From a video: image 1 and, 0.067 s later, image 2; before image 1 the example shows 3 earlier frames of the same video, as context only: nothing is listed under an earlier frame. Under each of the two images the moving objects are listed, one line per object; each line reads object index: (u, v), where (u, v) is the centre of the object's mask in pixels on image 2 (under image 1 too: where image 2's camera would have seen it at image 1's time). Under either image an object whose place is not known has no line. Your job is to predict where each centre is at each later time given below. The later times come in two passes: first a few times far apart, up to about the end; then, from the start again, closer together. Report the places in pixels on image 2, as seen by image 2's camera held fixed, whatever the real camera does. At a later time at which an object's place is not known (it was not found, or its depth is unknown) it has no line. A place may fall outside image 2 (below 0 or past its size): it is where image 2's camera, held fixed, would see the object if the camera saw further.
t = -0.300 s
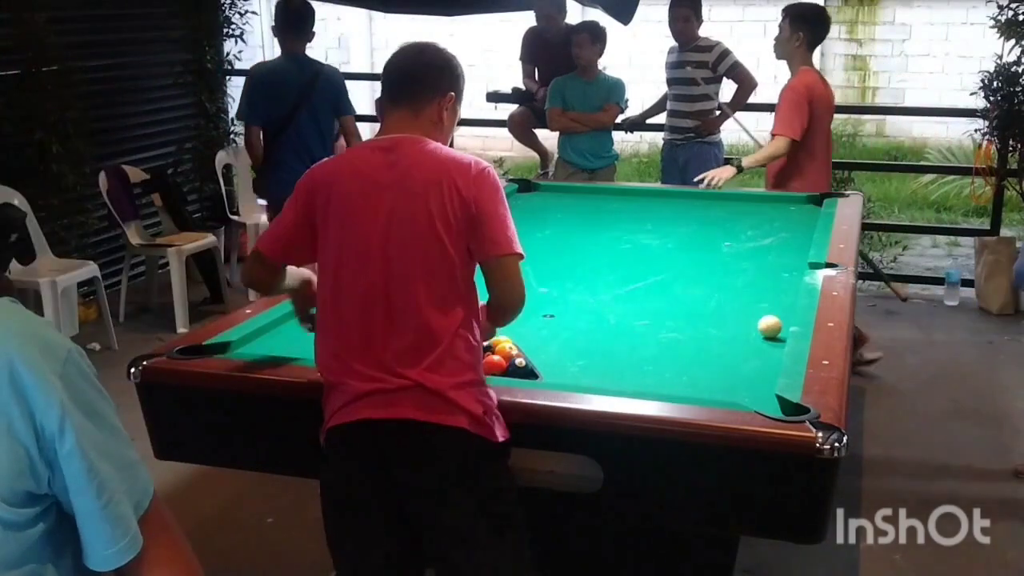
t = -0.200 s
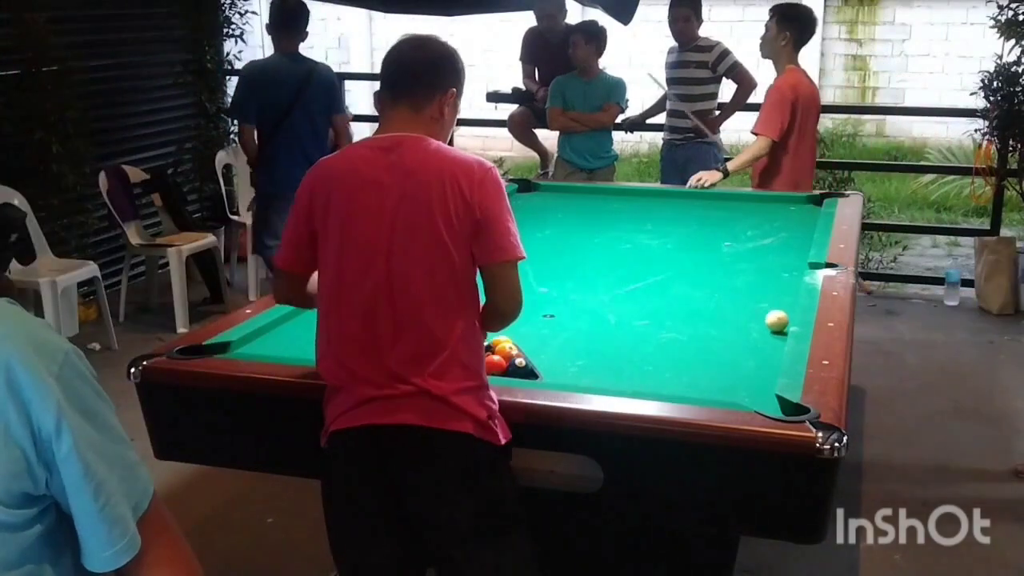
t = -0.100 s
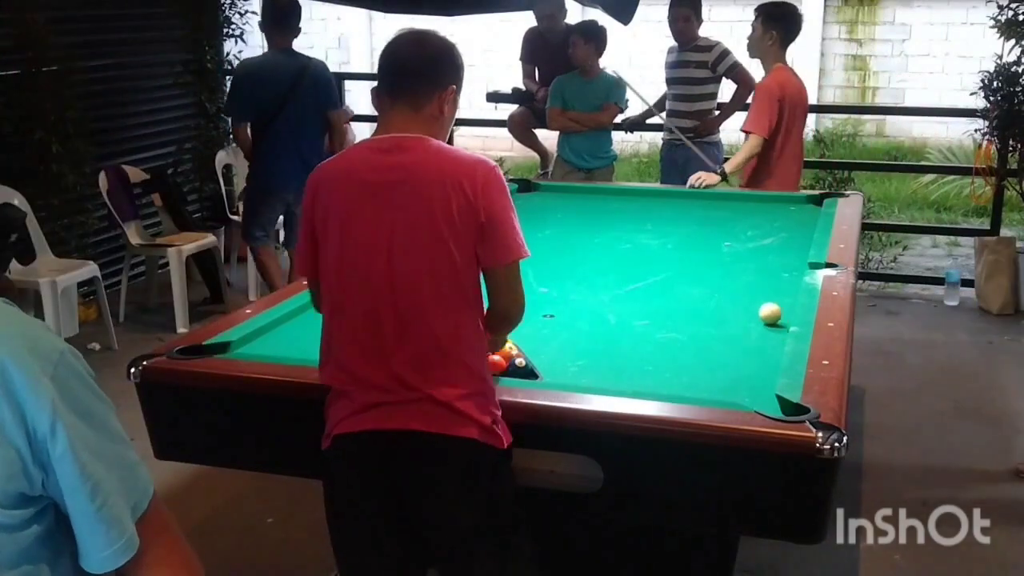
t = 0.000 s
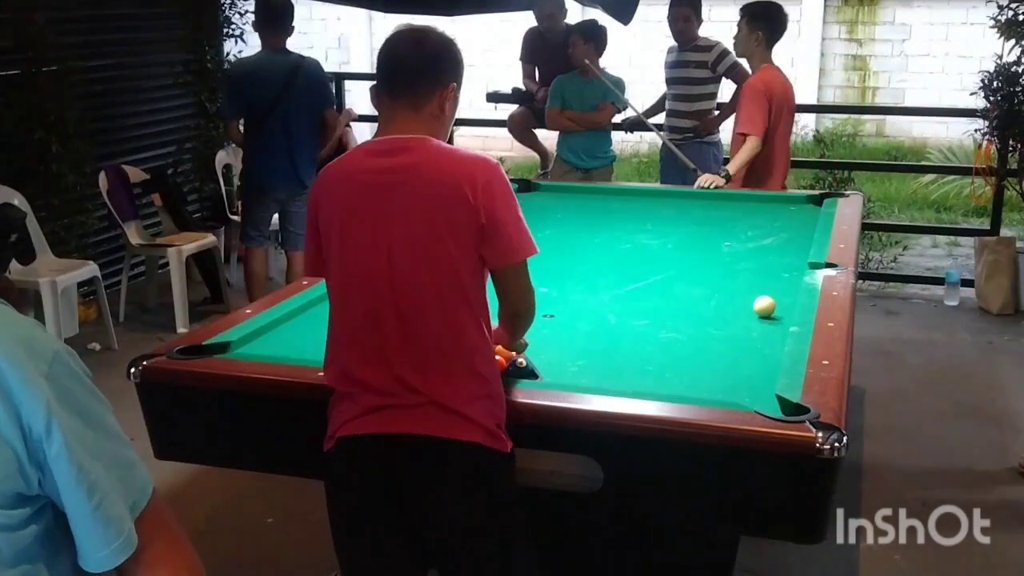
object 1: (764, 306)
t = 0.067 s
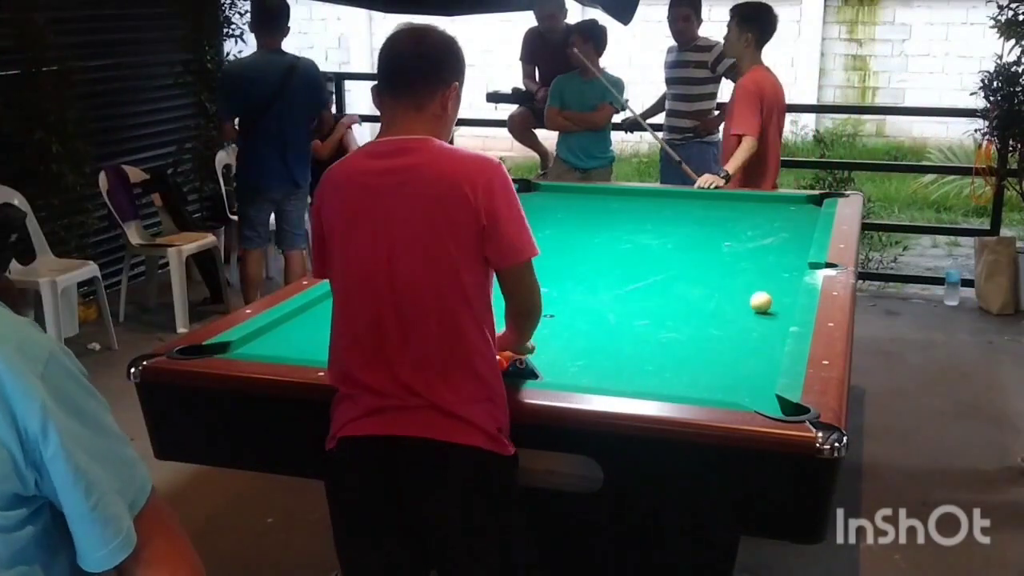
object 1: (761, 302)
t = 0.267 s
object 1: (751, 289)
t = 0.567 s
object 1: (737, 273)
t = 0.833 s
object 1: (727, 260)
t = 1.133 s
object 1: (718, 248)
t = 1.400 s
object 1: (710, 238)
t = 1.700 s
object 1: (702, 228)
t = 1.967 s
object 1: (696, 221)
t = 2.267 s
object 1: (690, 213)
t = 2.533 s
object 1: (685, 207)
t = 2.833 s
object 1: (680, 202)
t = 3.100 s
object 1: (677, 197)
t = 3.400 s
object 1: (666, 193)
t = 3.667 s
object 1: (646, 194)
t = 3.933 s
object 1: (626, 195)
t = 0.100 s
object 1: (759, 300)
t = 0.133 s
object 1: (757, 298)
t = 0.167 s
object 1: (755, 296)
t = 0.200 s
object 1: (754, 294)
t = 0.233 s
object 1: (752, 292)
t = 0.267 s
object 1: (751, 289)
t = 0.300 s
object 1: (749, 288)
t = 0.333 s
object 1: (748, 286)
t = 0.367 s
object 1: (746, 284)
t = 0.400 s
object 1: (745, 282)
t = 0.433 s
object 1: (743, 280)
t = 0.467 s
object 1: (742, 278)
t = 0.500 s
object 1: (740, 277)
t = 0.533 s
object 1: (739, 275)
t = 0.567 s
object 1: (737, 273)
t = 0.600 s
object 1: (736, 271)
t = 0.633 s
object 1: (735, 270)
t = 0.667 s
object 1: (734, 268)
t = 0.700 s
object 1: (733, 267)
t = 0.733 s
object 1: (731, 265)
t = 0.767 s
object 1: (730, 263)
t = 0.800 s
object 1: (728, 262)
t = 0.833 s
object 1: (727, 260)
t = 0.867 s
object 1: (726, 259)
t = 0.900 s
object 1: (725, 258)
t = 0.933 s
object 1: (724, 256)
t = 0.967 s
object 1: (723, 255)
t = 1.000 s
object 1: (722, 253)
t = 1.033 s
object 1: (721, 252)
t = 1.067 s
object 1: (720, 251)
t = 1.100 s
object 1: (719, 249)
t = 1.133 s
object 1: (718, 248)
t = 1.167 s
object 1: (717, 247)
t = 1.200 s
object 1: (716, 245)
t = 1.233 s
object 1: (715, 244)
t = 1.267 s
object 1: (713, 243)
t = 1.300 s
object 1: (713, 242)
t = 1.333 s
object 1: (712, 240)
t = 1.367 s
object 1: (711, 239)
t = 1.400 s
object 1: (710, 238)
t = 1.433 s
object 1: (709, 237)
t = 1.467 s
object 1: (708, 236)
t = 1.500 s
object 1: (707, 235)
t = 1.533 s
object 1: (706, 234)
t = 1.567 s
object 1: (706, 233)
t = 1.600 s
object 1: (705, 232)
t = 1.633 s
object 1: (704, 231)
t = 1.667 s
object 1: (703, 230)
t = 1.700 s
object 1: (702, 228)
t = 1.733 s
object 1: (701, 227)
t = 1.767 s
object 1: (701, 226)
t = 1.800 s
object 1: (700, 225)
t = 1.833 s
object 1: (699, 225)
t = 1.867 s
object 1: (698, 224)
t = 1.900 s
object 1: (697, 223)
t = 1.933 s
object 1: (697, 222)
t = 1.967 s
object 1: (696, 221)
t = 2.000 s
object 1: (695, 220)
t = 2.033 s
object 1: (695, 219)
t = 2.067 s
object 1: (694, 218)
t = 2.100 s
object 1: (694, 217)
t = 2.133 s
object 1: (693, 216)
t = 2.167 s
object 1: (692, 216)
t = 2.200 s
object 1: (691, 215)
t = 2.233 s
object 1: (691, 214)
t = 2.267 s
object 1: (690, 213)
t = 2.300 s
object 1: (689, 212)
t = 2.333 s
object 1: (689, 212)
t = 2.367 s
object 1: (688, 211)
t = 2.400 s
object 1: (687, 210)
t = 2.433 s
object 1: (686, 209)
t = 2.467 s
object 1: (686, 209)
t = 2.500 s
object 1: (685, 208)
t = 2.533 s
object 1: (685, 207)
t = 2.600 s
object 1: (684, 206)
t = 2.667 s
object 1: (683, 205)
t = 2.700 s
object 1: (683, 204)
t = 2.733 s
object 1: (682, 204)
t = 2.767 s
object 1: (682, 203)
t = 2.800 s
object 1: (681, 202)
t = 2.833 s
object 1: (680, 202)
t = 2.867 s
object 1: (680, 201)
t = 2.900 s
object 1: (680, 200)
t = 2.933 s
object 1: (679, 200)
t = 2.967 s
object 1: (678, 199)
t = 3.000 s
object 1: (678, 199)
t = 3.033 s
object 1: (677, 198)
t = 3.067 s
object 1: (677, 197)
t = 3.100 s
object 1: (677, 197)
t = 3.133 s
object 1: (676, 196)
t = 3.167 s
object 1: (676, 195)
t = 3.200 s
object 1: (675, 195)
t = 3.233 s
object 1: (675, 194)
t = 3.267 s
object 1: (674, 194)
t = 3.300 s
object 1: (674, 193)
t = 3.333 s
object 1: (671, 193)
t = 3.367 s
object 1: (669, 193)
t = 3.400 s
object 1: (666, 193)
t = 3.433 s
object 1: (664, 194)
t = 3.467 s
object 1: (661, 194)
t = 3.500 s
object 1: (658, 194)
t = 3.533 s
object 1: (656, 194)
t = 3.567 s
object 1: (653, 194)
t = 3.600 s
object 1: (651, 194)
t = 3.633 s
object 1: (648, 194)
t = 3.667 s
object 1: (646, 194)
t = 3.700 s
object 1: (643, 195)
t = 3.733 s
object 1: (641, 195)
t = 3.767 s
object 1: (638, 195)
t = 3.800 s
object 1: (636, 195)
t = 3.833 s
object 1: (633, 195)
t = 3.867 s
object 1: (631, 195)
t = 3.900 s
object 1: (629, 195)
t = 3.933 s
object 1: (626, 195)
